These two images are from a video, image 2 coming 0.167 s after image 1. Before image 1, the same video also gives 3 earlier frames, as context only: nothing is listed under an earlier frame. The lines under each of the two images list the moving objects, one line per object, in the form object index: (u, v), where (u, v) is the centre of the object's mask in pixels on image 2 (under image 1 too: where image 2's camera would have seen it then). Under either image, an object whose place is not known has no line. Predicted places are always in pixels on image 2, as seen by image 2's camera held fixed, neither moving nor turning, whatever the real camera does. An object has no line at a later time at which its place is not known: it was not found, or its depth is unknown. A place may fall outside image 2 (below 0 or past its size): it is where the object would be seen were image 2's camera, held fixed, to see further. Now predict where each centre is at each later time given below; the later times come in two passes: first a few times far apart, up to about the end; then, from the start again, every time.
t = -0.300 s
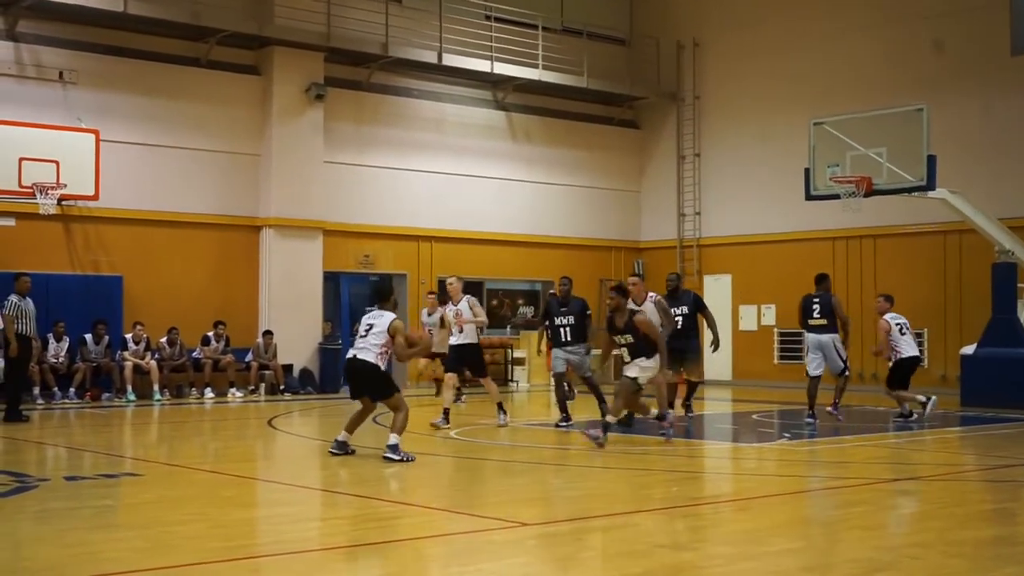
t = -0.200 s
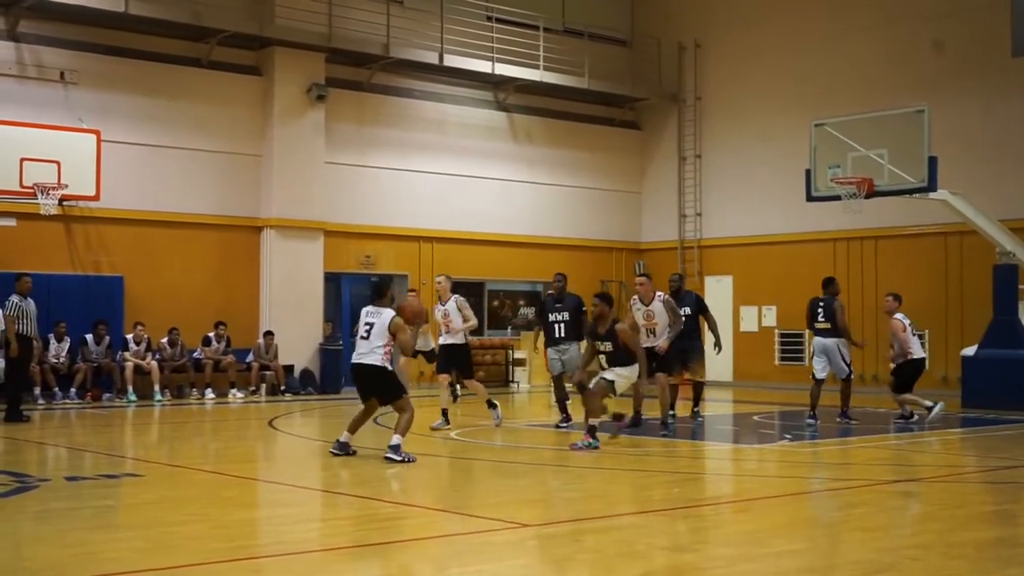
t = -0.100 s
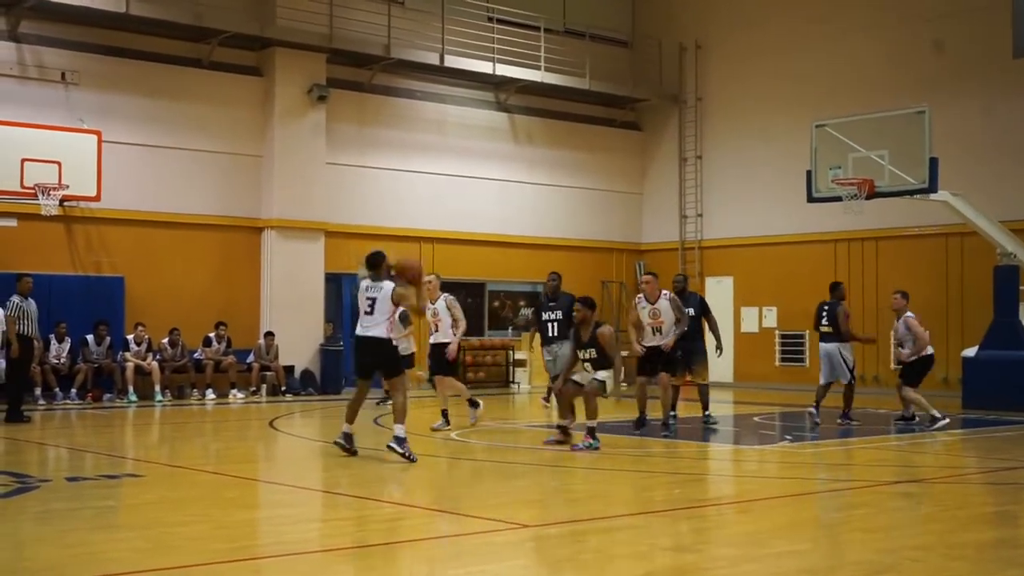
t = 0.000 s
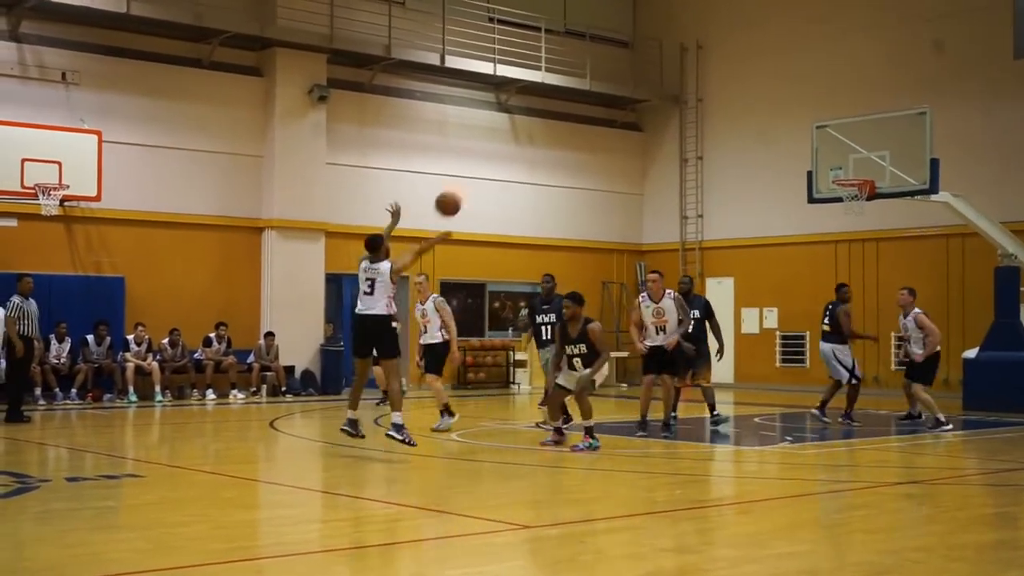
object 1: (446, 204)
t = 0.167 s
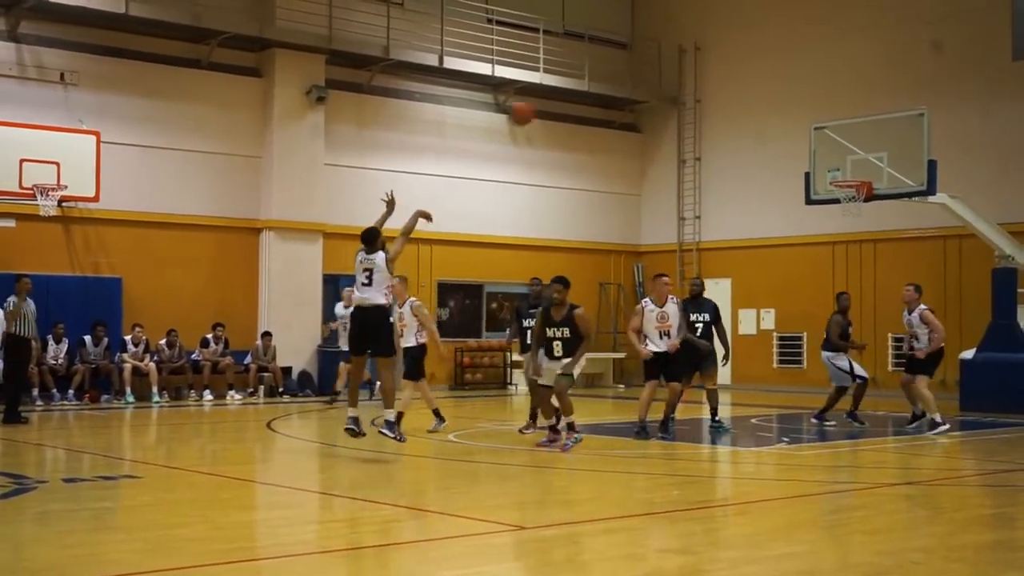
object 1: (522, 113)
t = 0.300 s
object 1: (576, 64)
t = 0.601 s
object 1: (678, 25)
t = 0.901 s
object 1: (764, 67)
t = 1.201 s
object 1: (837, 172)
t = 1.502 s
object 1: (830, 129)
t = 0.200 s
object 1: (536, 98)
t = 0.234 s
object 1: (550, 86)
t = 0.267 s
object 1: (564, 74)
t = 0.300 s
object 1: (576, 64)
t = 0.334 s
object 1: (589, 55)
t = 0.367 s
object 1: (602, 48)
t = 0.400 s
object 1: (614, 41)
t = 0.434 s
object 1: (626, 37)
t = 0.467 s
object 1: (637, 32)
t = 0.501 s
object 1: (647, 28)
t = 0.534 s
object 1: (658, 26)
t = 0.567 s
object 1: (668, 25)
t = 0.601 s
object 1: (678, 25)
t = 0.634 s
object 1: (690, 27)
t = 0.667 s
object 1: (699, 28)
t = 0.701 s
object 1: (710, 31)
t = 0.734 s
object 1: (720, 35)
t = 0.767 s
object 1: (729, 40)
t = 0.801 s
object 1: (738, 45)
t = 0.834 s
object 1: (747, 51)
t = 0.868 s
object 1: (756, 58)
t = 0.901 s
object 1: (764, 67)
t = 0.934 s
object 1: (774, 76)
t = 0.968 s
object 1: (781, 85)
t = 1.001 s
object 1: (791, 96)
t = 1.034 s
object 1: (799, 107)
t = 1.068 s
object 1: (807, 118)
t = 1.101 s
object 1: (815, 131)
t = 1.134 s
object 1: (821, 145)
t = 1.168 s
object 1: (829, 158)
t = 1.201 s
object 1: (837, 172)
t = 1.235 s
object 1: (838, 171)
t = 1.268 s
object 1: (838, 163)
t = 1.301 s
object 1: (836, 156)
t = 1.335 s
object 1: (835, 150)
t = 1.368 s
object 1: (834, 144)
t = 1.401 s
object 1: (833, 139)
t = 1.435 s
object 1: (832, 135)
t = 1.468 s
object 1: (831, 132)
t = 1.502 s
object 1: (830, 129)
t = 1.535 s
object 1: (829, 128)
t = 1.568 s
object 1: (828, 128)
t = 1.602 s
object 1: (827, 129)
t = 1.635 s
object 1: (825, 130)
